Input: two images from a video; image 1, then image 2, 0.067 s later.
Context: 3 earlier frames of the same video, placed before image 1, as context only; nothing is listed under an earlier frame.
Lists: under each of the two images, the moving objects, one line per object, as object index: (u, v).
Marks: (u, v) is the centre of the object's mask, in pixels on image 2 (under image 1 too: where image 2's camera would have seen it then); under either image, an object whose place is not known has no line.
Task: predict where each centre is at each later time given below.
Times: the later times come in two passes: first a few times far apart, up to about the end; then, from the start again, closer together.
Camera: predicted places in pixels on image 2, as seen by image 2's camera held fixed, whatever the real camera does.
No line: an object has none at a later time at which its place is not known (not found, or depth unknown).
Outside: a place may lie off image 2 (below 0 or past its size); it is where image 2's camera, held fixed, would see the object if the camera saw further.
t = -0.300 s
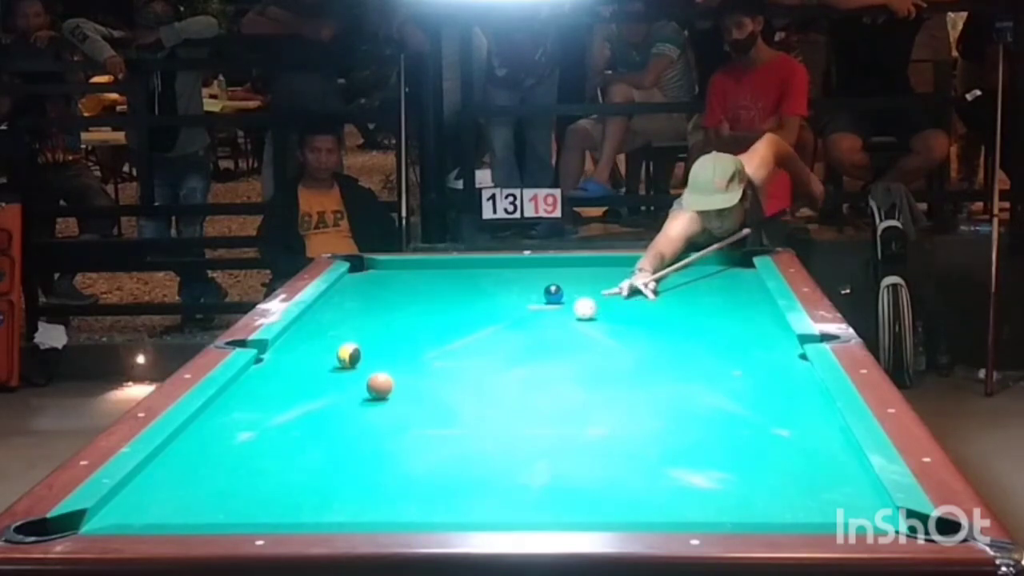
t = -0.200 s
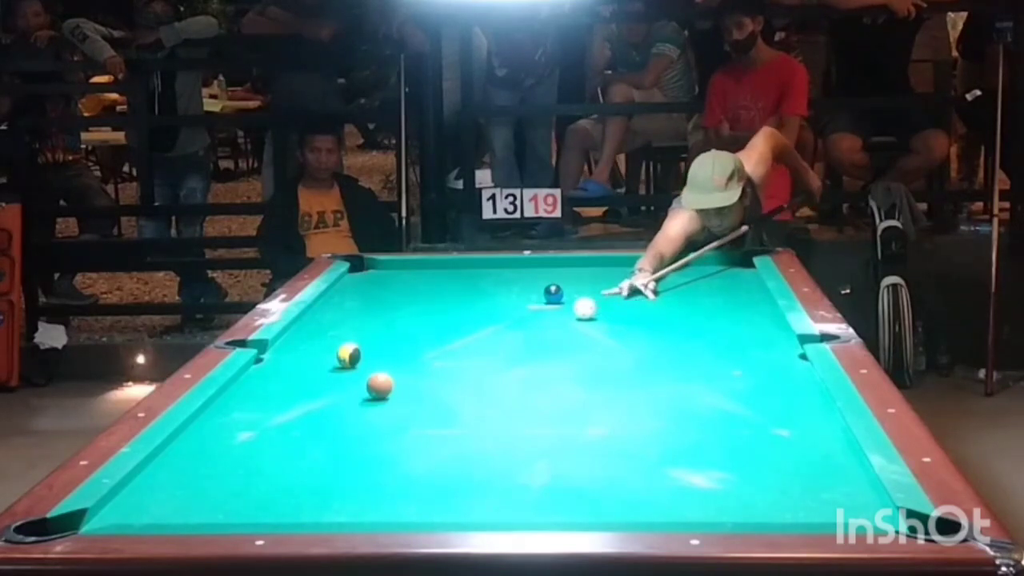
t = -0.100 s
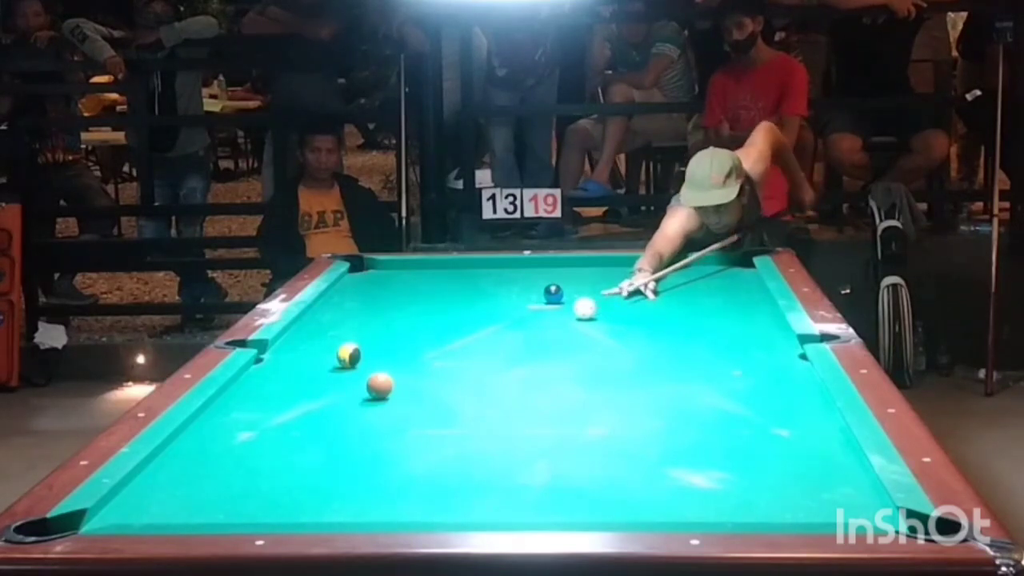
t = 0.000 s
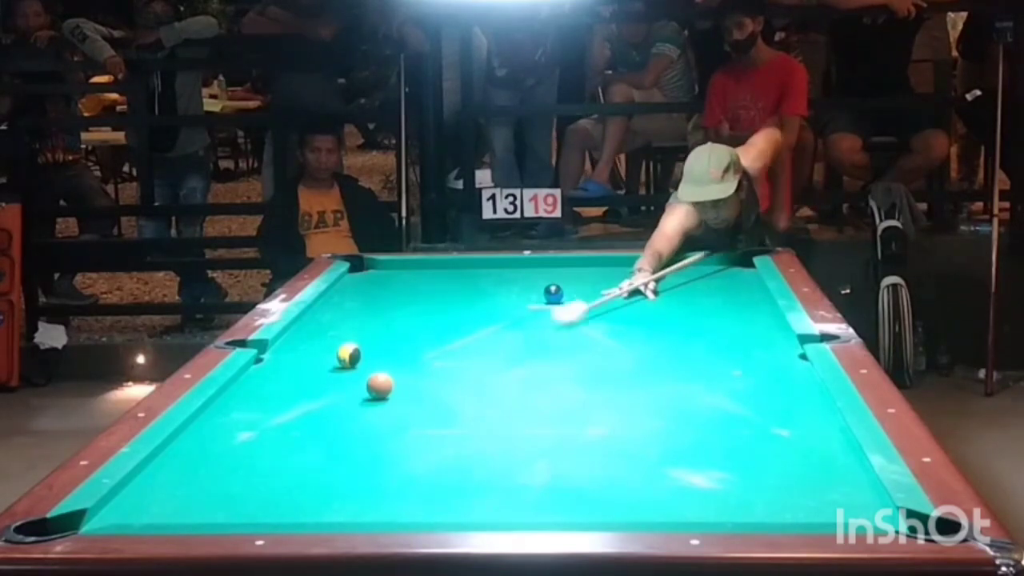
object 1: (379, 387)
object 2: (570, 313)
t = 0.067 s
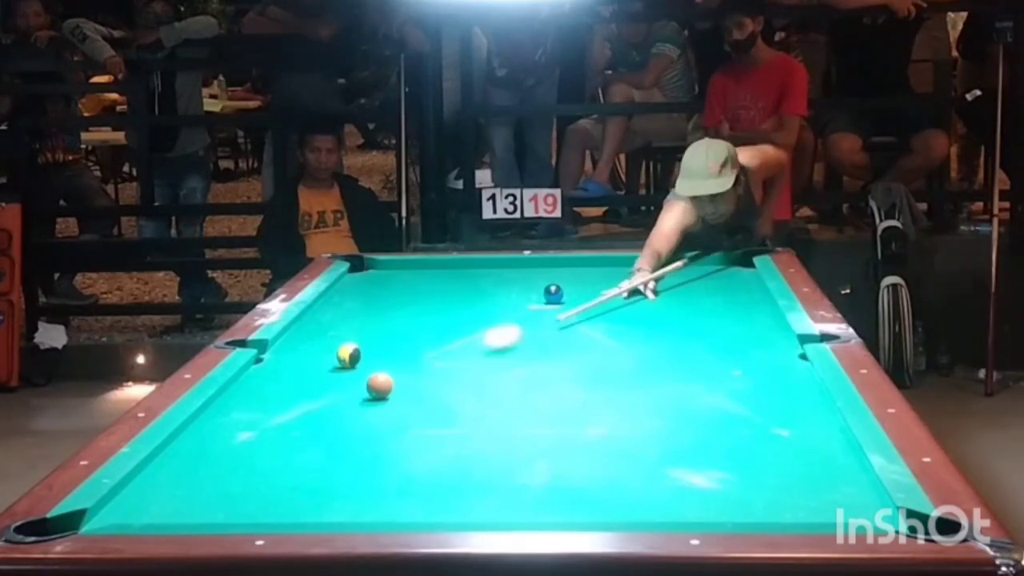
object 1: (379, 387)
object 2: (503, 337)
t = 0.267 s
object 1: (260, 442)
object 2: (362, 380)
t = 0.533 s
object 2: (286, 386)
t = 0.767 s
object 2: (241, 389)
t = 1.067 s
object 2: (281, 388)
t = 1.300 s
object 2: (304, 387)
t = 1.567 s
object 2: (332, 387)
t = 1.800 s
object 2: (356, 385)
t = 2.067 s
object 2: (380, 384)
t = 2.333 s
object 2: (400, 383)
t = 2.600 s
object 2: (417, 383)
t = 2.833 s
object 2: (429, 383)
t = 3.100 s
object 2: (440, 383)
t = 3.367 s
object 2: (449, 382)
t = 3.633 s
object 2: (455, 382)
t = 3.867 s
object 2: (458, 382)
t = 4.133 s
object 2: (458, 382)
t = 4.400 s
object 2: (458, 381)
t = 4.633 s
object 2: (458, 381)
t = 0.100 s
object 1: (379, 387)
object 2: (466, 351)
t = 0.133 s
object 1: (379, 387)
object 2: (427, 365)
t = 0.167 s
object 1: (375, 388)
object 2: (393, 376)
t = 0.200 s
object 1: (340, 403)
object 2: (381, 379)
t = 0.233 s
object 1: (301, 422)
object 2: (371, 379)
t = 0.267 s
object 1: (260, 442)
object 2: (362, 380)
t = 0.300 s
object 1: (218, 464)
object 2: (352, 381)
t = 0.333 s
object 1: (170, 486)
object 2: (342, 381)
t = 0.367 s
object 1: (116, 510)
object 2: (333, 382)
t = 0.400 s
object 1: (58, 529)
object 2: (323, 383)
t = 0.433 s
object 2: (314, 383)
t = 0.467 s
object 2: (305, 384)
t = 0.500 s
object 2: (295, 385)
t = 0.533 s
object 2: (286, 386)
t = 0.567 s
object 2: (277, 386)
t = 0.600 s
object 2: (267, 387)
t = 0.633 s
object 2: (257, 388)
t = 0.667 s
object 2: (248, 388)
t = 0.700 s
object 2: (239, 389)
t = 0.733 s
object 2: (236, 389)
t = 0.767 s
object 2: (241, 389)
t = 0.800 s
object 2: (246, 389)
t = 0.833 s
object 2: (251, 389)
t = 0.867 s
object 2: (255, 389)
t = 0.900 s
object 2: (260, 388)
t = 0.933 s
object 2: (264, 388)
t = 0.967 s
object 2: (268, 388)
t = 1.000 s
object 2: (273, 388)
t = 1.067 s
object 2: (281, 388)
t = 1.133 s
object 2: (285, 388)
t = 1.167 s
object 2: (289, 388)
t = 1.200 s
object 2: (293, 388)
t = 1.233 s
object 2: (297, 387)
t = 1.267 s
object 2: (300, 387)
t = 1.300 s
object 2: (304, 387)
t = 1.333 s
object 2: (308, 387)
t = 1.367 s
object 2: (312, 387)
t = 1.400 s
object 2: (315, 387)
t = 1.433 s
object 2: (319, 387)
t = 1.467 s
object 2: (323, 387)
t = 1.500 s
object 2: (326, 387)
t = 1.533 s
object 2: (329, 387)
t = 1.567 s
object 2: (332, 387)
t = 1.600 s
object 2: (336, 386)
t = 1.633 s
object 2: (340, 386)
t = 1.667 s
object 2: (343, 386)
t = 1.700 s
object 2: (346, 386)
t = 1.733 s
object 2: (350, 385)
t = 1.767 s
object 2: (353, 385)
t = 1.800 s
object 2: (356, 385)
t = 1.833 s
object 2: (359, 385)
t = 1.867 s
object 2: (362, 385)
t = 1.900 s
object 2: (365, 385)
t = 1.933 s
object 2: (368, 385)
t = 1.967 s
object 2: (371, 385)
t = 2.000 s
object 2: (374, 384)
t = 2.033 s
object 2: (377, 384)
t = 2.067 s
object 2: (380, 384)
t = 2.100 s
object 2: (382, 384)
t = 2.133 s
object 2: (385, 384)
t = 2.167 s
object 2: (388, 384)
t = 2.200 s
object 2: (390, 384)
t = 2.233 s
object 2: (392, 384)
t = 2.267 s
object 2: (395, 383)
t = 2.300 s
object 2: (397, 384)
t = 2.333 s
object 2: (400, 383)
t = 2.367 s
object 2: (402, 383)
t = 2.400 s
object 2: (404, 383)
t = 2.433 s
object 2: (406, 383)
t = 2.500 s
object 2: (410, 383)
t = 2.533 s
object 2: (413, 383)
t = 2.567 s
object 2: (414, 383)
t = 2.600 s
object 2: (417, 383)
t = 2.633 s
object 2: (418, 383)
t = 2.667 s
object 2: (420, 383)
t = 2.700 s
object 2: (422, 383)
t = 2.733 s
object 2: (424, 383)
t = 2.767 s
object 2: (426, 383)
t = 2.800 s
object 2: (427, 383)
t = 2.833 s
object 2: (429, 383)
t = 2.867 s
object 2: (430, 383)
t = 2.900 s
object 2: (432, 383)
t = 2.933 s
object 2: (433, 383)
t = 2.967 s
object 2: (435, 383)
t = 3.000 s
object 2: (436, 383)
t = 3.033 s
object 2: (437, 382)
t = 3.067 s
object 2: (439, 383)
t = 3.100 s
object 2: (440, 383)
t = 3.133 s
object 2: (441, 382)
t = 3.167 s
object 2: (443, 382)
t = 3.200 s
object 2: (444, 382)
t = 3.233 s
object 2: (445, 382)
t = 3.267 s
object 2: (446, 383)
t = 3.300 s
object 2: (447, 383)
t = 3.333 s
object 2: (448, 383)
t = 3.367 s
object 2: (449, 382)
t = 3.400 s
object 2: (450, 383)
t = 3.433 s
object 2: (451, 382)
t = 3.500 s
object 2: (452, 382)
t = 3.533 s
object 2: (453, 382)
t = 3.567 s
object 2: (453, 382)
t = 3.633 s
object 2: (455, 382)
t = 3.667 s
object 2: (455, 382)
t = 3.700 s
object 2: (456, 382)
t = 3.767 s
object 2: (456, 382)
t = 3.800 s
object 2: (457, 382)
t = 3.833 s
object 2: (457, 382)
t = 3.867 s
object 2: (458, 382)
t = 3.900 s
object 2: (458, 382)
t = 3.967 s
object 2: (458, 382)
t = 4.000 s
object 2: (458, 382)
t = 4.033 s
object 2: (458, 382)
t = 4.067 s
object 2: (458, 381)
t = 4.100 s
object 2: (458, 382)
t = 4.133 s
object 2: (458, 382)
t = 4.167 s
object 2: (458, 381)
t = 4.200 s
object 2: (458, 381)
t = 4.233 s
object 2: (458, 382)
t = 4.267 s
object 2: (458, 381)
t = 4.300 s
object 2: (458, 381)
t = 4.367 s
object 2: (457, 382)
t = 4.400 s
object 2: (458, 381)
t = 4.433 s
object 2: (457, 382)
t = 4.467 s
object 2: (458, 381)
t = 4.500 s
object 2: (457, 382)
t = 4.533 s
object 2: (458, 381)
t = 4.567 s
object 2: (458, 381)
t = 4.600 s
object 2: (458, 381)
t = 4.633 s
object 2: (458, 381)
